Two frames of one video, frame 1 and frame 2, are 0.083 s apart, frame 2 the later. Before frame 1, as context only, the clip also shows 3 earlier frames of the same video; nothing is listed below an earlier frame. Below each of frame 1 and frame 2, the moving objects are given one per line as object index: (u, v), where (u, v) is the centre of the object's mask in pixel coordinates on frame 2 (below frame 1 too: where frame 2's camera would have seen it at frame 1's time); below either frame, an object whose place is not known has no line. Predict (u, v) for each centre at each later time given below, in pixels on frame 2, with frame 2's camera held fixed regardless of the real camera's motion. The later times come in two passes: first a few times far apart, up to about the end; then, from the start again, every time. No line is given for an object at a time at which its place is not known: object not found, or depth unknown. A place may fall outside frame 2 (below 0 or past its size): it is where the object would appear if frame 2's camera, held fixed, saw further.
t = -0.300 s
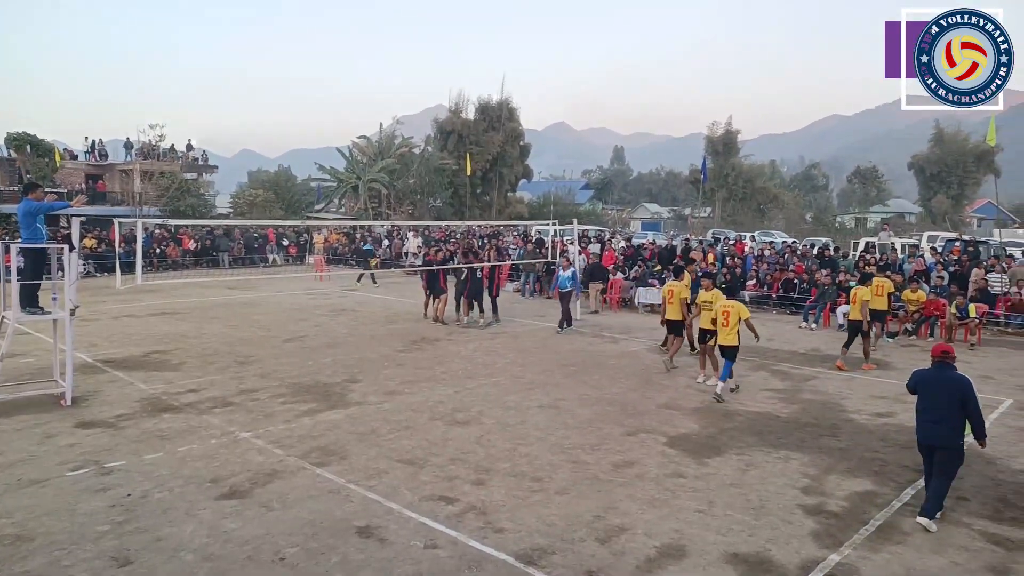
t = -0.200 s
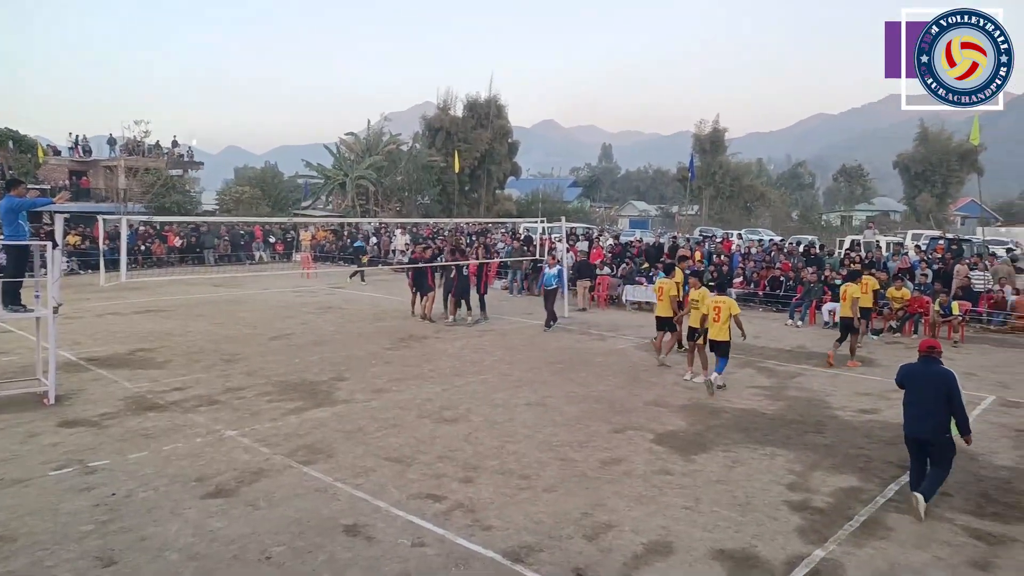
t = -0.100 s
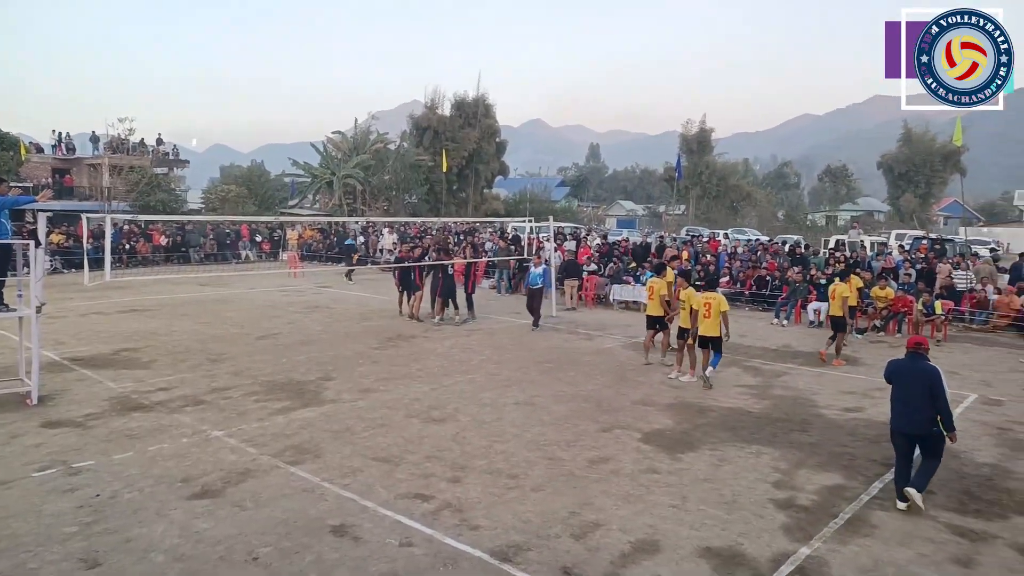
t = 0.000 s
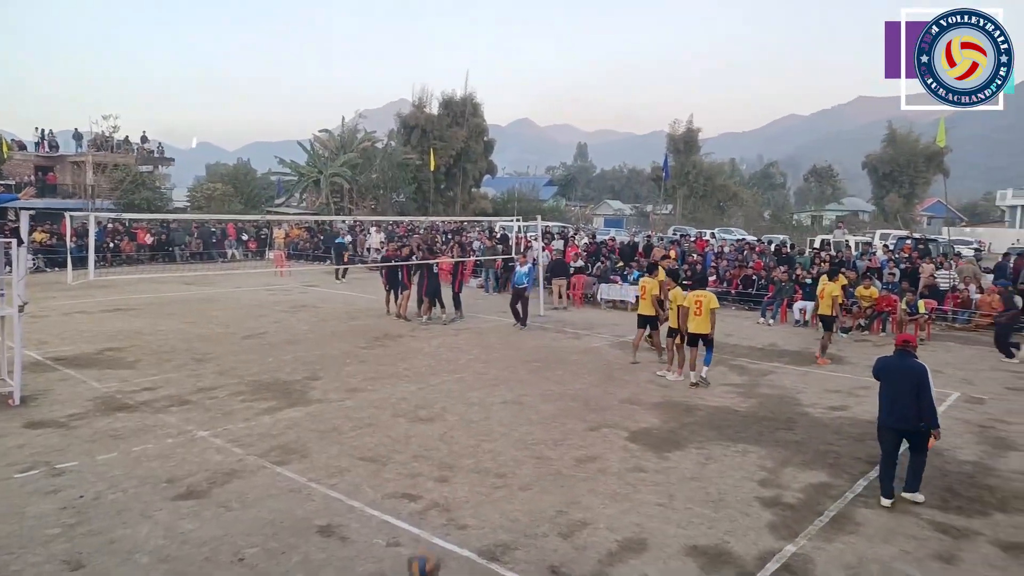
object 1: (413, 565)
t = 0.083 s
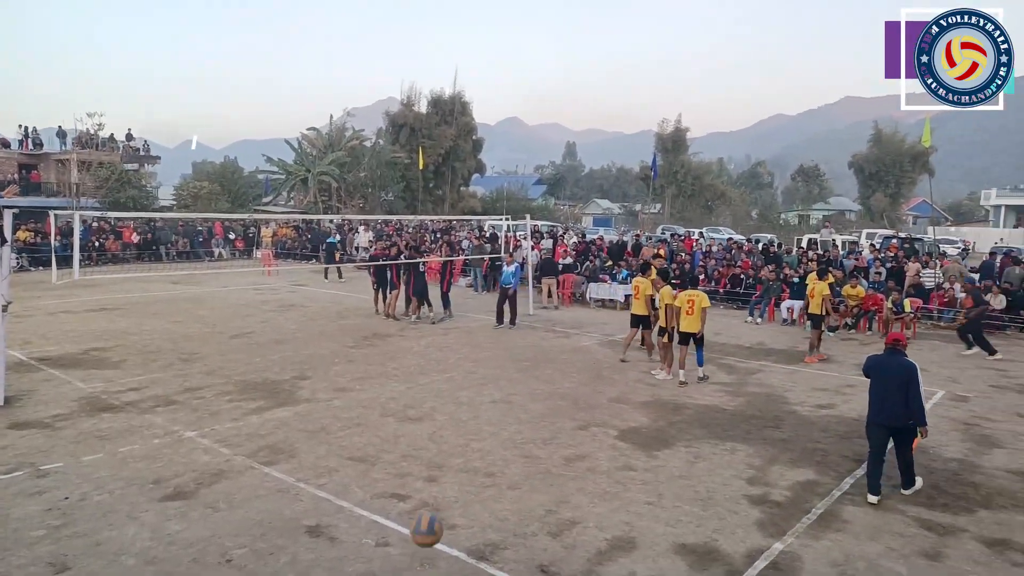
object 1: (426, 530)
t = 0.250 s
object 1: (450, 498)
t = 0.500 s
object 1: (479, 522)
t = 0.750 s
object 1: (495, 488)
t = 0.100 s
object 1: (429, 524)
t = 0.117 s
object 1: (432, 520)
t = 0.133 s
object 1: (434, 516)
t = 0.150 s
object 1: (437, 512)
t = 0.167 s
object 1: (439, 509)
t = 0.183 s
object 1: (441, 505)
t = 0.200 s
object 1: (444, 503)
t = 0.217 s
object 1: (446, 500)
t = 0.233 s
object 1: (448, 499)
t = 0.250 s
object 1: (450, 498)
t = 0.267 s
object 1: (452, 496)
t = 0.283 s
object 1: (455, 497)
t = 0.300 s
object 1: (456, 497)
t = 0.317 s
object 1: (458, 496)
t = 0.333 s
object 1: (460, 497)
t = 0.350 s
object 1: (462, 498)
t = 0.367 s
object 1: (465, 499)
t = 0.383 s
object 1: (467, 500)
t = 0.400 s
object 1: (468, 502)
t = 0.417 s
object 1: (470, 505)
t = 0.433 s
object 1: (472, 508)
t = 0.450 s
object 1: (474, 511)
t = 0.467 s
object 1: (475, 514)
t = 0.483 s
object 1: (477, 517)
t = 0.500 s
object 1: (479, 522)
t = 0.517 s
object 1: (480, 526)
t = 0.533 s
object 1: (482, 530)
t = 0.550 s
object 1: (483, 535)
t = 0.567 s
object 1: (484, 541)
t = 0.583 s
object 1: (485, 548)
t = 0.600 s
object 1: (486, 548)
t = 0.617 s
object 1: (488, 539)
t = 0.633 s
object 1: (489, 531)
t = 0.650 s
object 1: (490, 523)
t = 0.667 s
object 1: (491, 517)
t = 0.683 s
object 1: (491, 510)
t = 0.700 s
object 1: (493, 504)
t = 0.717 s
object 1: (493, 499)
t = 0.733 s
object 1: (493, 493)
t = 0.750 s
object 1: (495, 488)
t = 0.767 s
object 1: (494, 485)
